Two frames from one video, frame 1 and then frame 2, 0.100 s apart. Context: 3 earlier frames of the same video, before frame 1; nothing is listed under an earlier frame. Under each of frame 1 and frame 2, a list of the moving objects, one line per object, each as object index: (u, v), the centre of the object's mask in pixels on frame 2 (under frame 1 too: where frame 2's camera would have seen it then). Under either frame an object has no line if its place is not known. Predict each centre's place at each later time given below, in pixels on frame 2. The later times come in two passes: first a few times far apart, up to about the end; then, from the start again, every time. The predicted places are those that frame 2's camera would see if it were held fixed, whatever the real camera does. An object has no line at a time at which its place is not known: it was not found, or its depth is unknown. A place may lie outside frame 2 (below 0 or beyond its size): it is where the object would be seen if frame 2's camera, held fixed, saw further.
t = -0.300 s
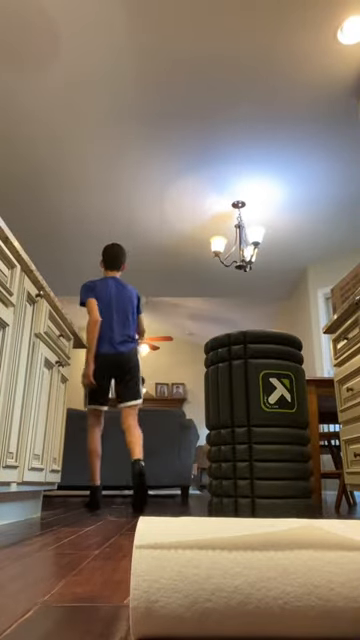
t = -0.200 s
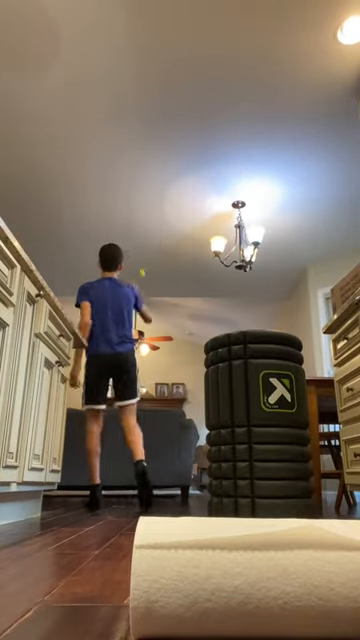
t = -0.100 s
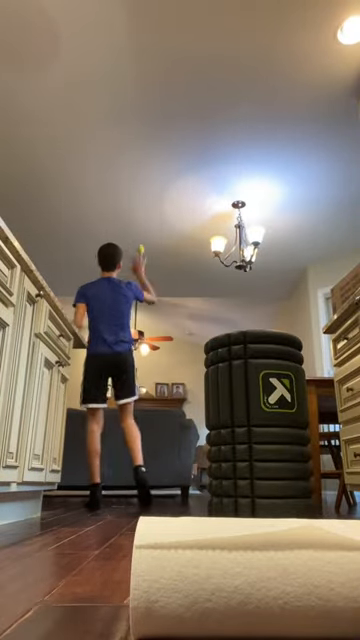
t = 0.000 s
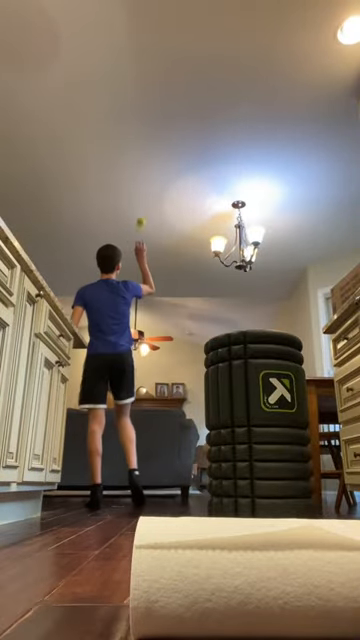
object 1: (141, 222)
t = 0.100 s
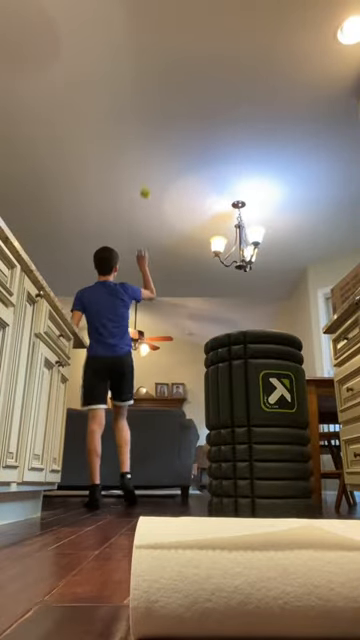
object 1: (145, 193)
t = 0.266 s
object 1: (156, 158)
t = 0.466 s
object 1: (179, 171)
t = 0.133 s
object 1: (147, 184)
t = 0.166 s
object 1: (149, 177)
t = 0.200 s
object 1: (151, 169)
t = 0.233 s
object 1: (153, 163)
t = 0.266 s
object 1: (156, 158)
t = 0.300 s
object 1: (159, 154)
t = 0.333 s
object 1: (162, 152)
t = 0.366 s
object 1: (165, 153)
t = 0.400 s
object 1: (169, 156)
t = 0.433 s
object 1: (174, 161)
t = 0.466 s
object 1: (179, 171)
